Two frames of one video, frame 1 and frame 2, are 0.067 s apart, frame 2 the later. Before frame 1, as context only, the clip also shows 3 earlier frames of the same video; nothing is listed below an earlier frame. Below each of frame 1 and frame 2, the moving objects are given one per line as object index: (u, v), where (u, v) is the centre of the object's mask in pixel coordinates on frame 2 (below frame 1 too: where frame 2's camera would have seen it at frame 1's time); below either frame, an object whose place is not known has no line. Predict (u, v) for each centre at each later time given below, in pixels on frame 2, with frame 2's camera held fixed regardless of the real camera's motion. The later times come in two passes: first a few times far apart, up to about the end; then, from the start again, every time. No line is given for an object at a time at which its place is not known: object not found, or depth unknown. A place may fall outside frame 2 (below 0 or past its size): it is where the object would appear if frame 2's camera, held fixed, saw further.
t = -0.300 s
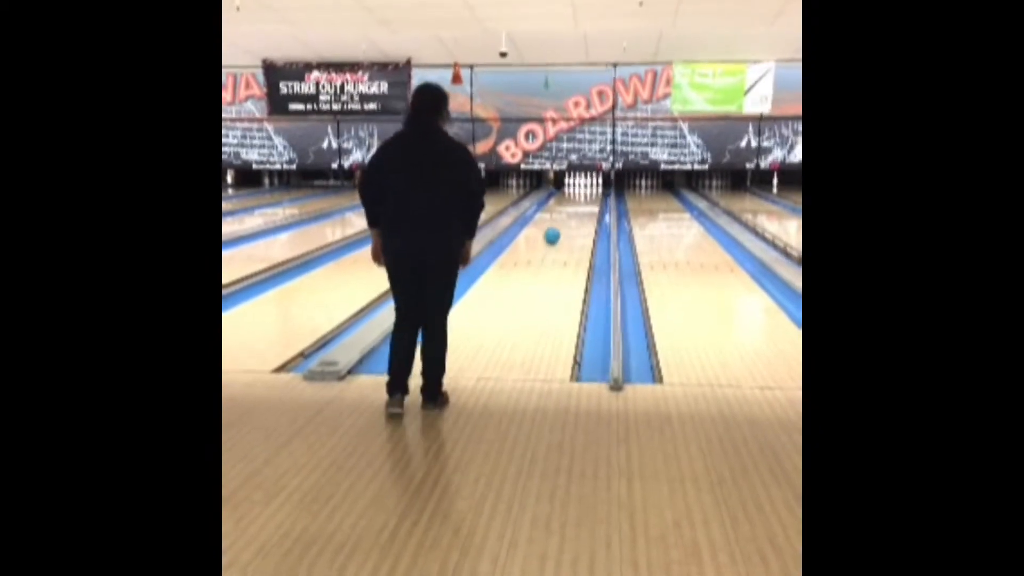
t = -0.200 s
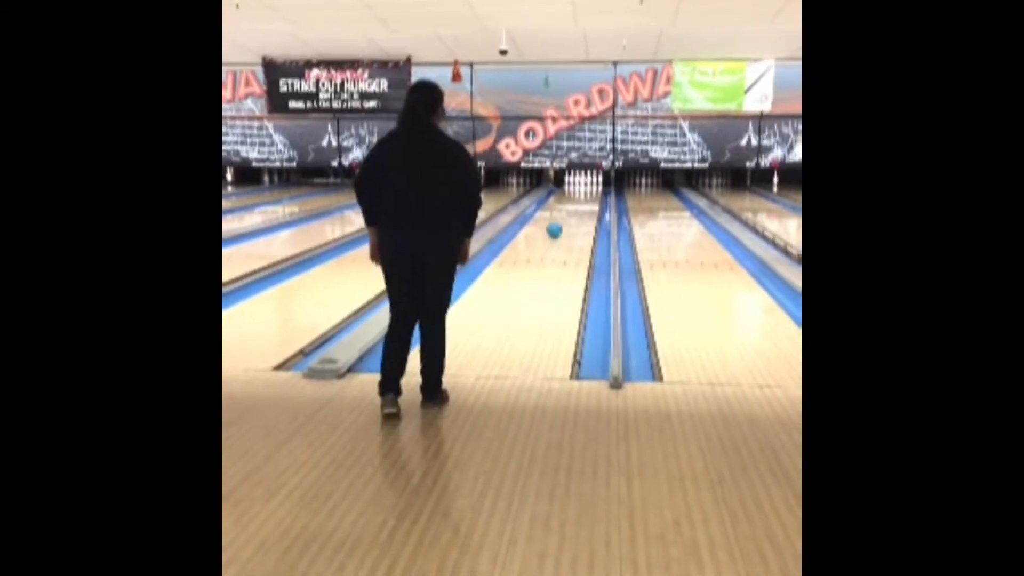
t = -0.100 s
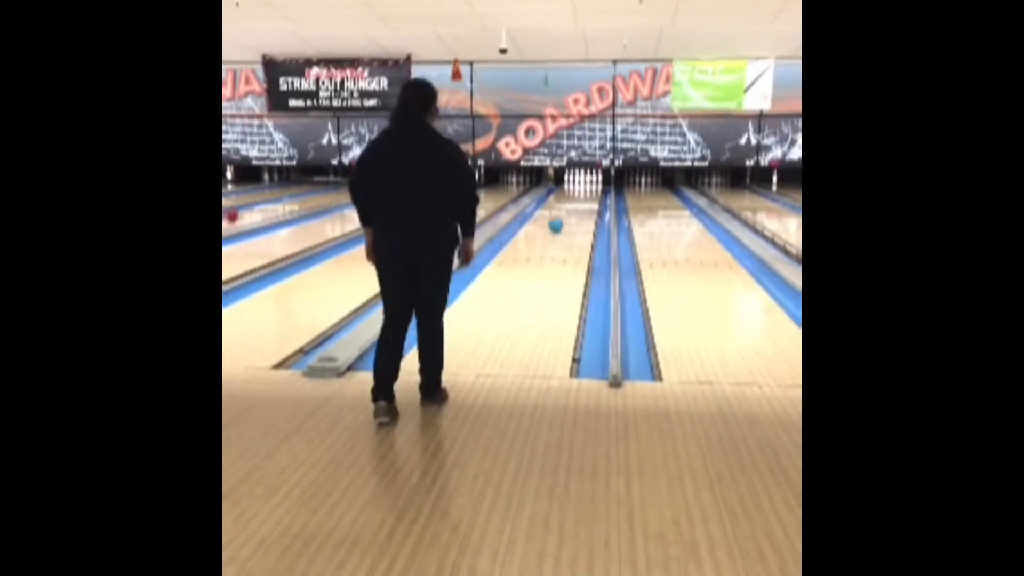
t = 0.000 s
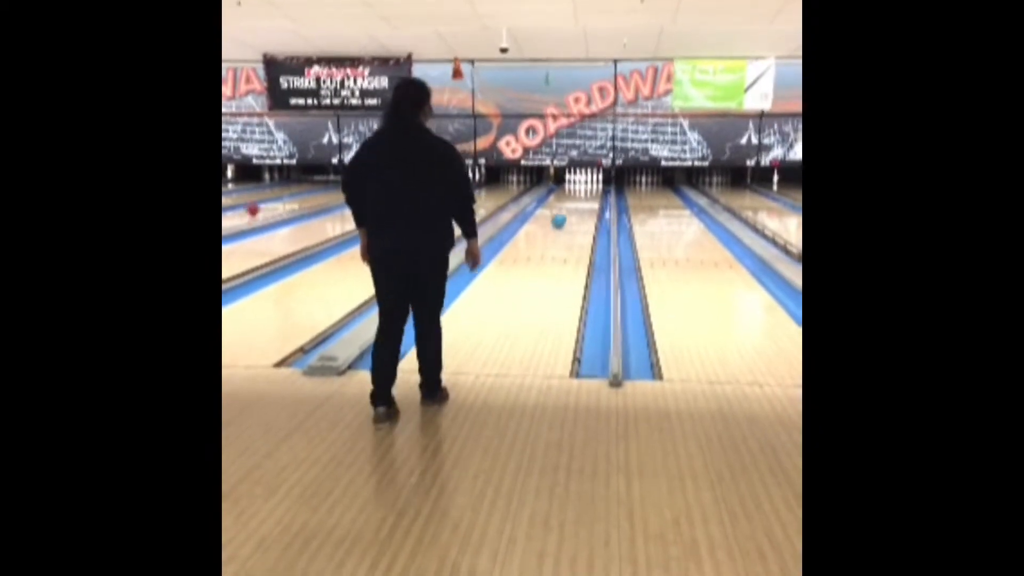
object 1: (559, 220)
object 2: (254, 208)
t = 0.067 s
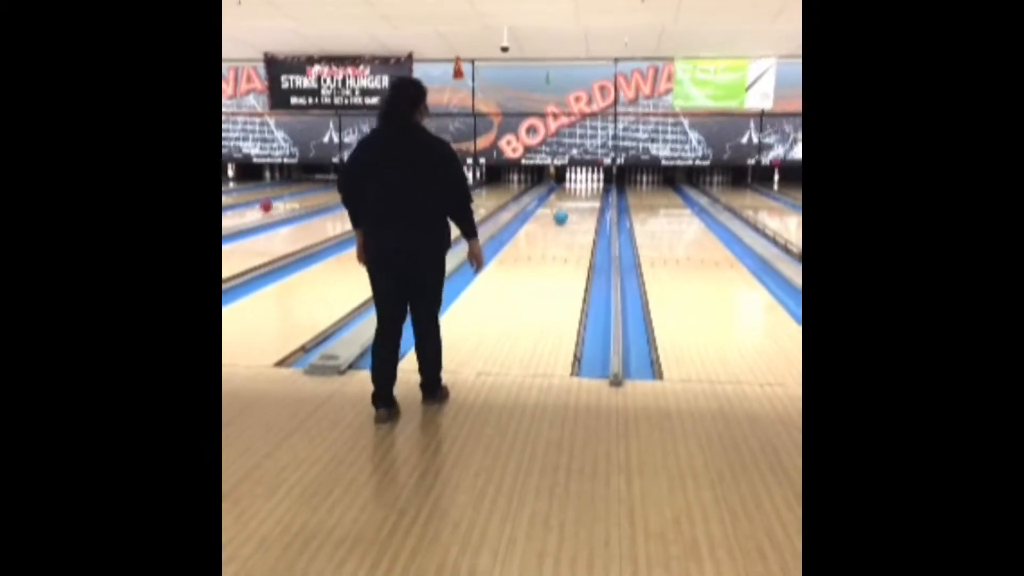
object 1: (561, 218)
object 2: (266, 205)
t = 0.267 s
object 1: (563, 212)
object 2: (299, 198)
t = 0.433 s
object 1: (566, 208)
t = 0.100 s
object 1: (561, 217)
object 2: (272, 204)
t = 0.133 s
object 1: (561, 215)
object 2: (277, 203)
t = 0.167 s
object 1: (562, 214)
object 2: (283, 202)
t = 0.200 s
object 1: (562, 214)
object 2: (288, 201)
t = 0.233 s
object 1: (563, 213)
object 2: (293, 200)
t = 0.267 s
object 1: (563, 212)
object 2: (299, 198)
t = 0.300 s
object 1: (564, 211)
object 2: (303, 197)
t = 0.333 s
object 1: (564, 211)
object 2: (307, 197)
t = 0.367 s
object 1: (564, 210)
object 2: (311, 197)
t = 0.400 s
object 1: (565, 209)
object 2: (315, 195)
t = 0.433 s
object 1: (566, 208)
